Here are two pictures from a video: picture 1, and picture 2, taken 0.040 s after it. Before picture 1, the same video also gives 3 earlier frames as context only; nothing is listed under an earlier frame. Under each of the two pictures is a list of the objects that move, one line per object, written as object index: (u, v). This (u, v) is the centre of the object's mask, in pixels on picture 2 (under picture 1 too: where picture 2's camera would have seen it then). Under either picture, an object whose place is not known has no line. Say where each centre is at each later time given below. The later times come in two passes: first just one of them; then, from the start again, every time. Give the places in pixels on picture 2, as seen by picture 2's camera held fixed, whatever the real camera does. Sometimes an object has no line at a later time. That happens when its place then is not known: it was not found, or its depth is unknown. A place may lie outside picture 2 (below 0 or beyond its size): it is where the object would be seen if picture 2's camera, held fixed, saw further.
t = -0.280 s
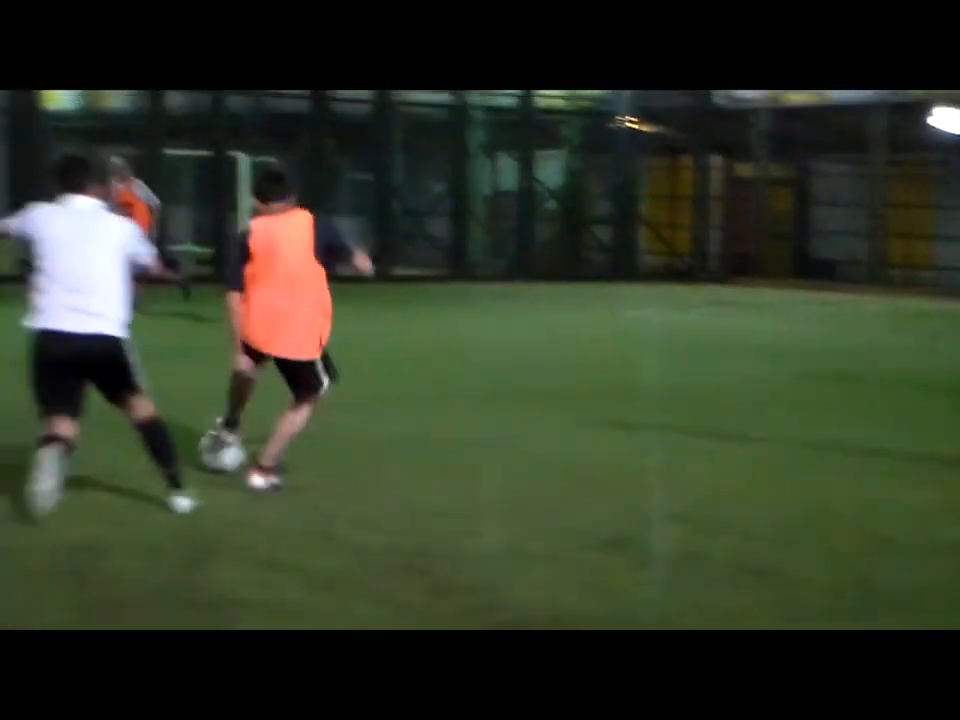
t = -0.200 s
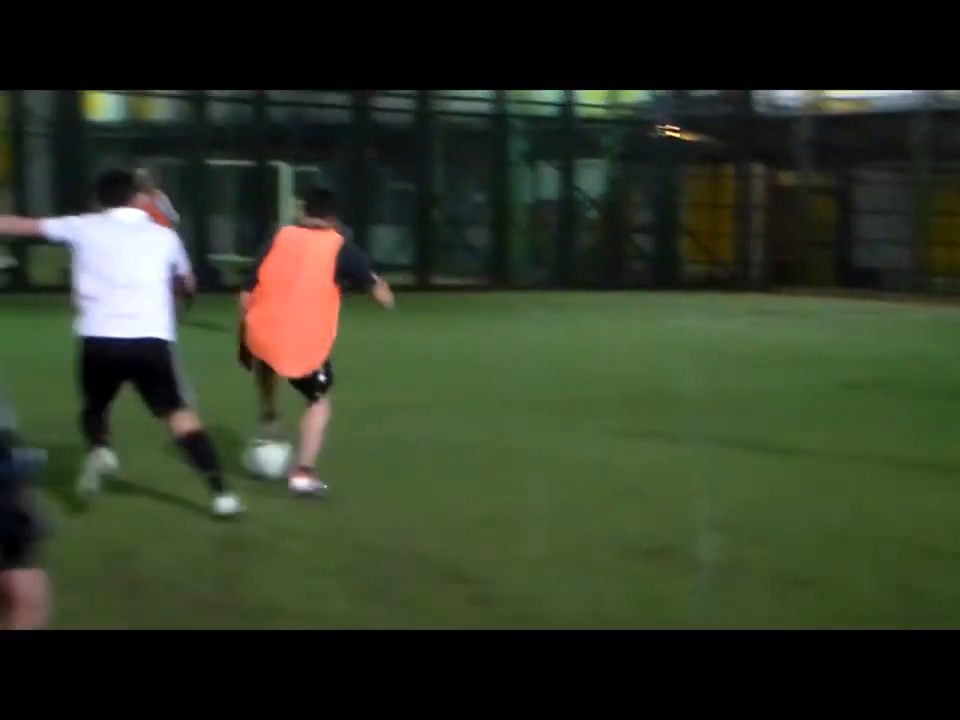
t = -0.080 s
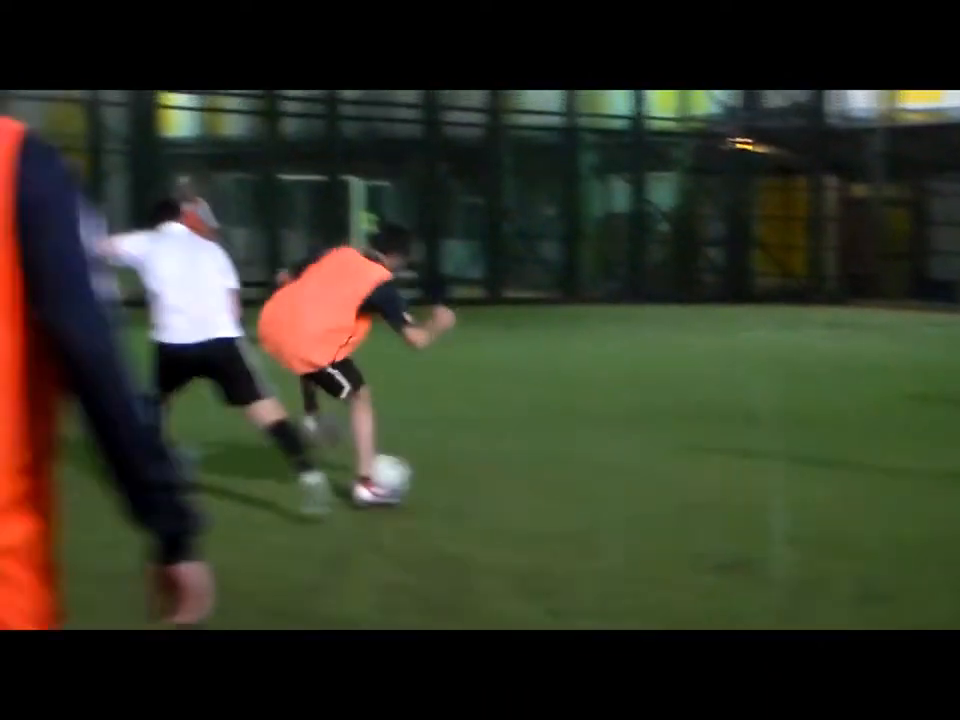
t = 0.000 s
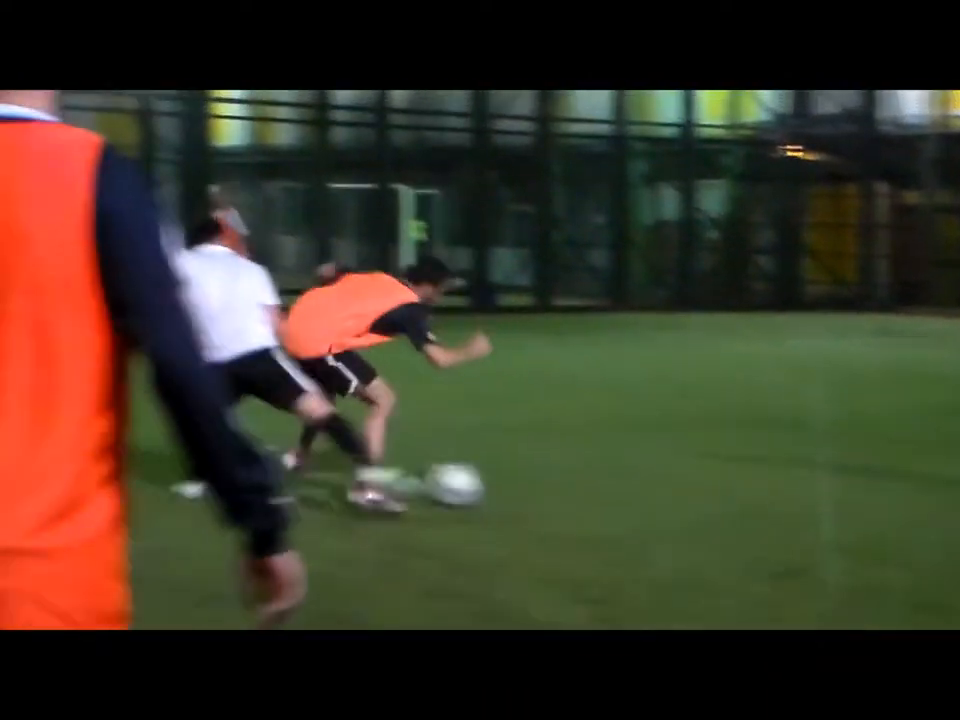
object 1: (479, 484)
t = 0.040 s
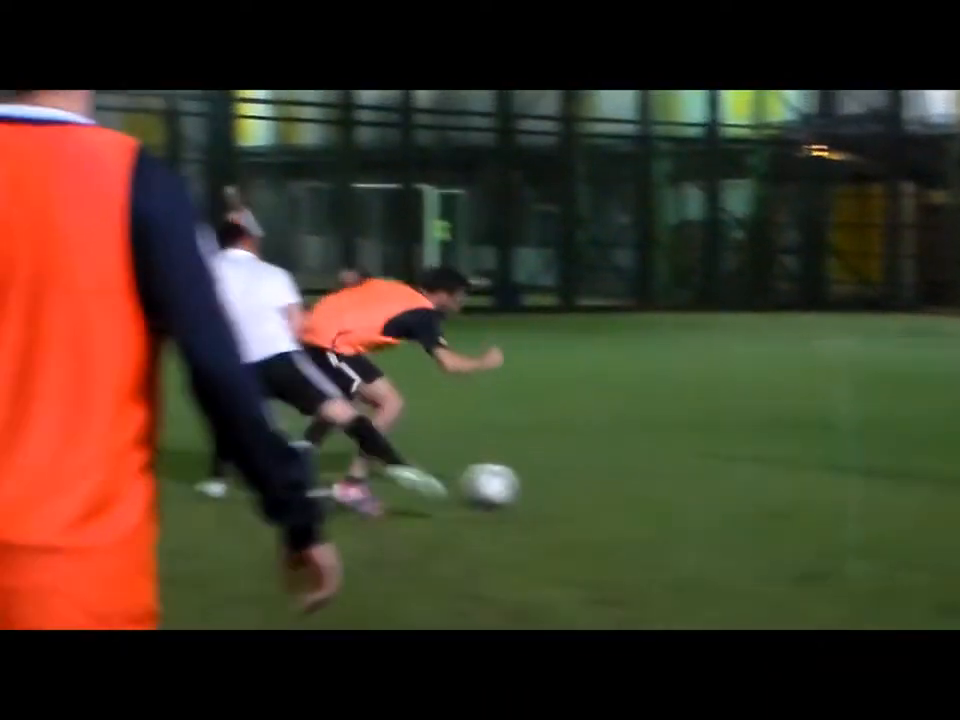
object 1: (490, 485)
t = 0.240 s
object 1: (549, 493)
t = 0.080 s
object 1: (502, 488)
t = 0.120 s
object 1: (513, 488)
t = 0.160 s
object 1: (526, 491)
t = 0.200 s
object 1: (537, 491)
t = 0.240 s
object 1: (549, 493)
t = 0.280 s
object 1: (560, 494)
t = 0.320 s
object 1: (569, 495)
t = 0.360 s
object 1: (578, 498)
